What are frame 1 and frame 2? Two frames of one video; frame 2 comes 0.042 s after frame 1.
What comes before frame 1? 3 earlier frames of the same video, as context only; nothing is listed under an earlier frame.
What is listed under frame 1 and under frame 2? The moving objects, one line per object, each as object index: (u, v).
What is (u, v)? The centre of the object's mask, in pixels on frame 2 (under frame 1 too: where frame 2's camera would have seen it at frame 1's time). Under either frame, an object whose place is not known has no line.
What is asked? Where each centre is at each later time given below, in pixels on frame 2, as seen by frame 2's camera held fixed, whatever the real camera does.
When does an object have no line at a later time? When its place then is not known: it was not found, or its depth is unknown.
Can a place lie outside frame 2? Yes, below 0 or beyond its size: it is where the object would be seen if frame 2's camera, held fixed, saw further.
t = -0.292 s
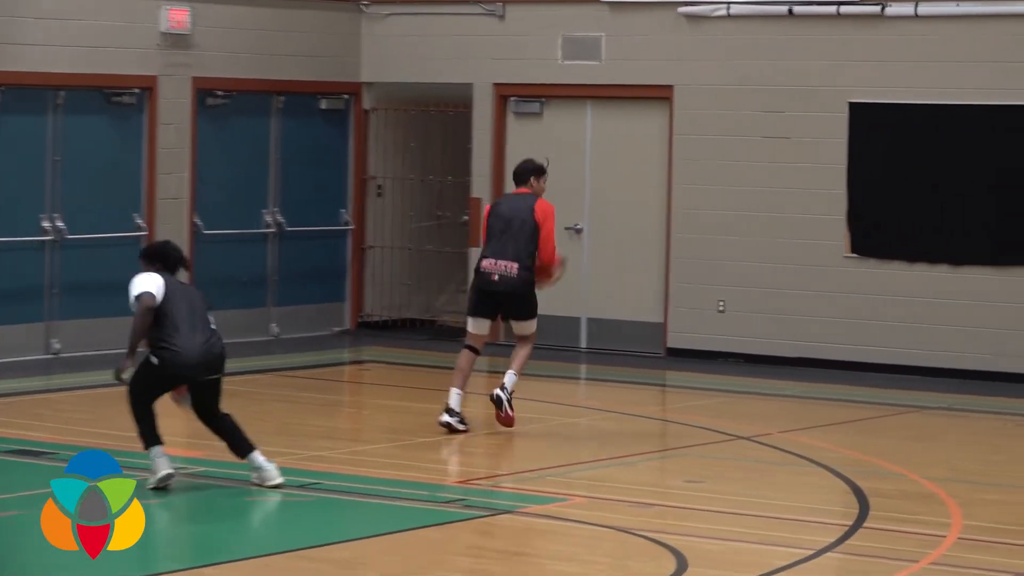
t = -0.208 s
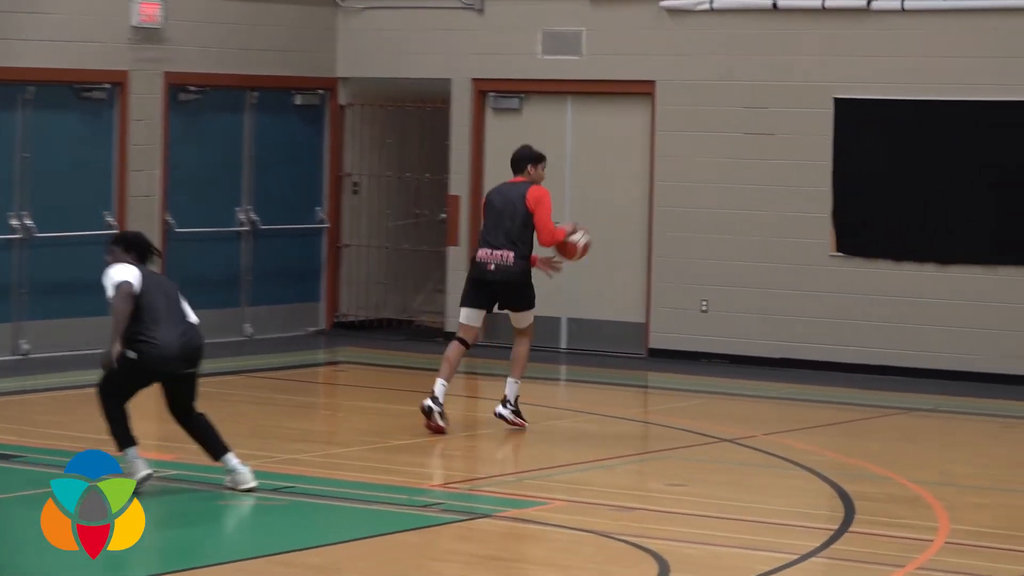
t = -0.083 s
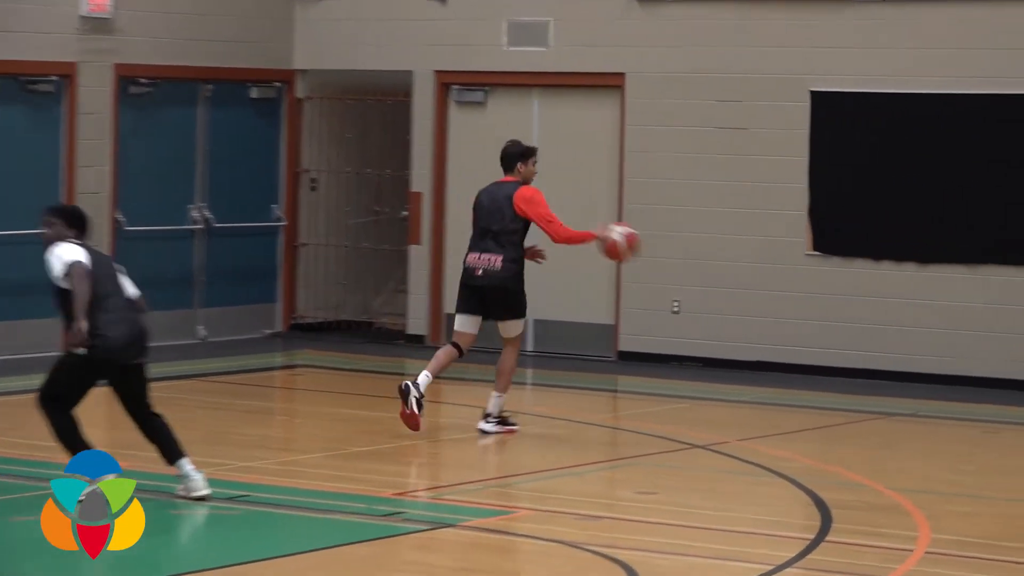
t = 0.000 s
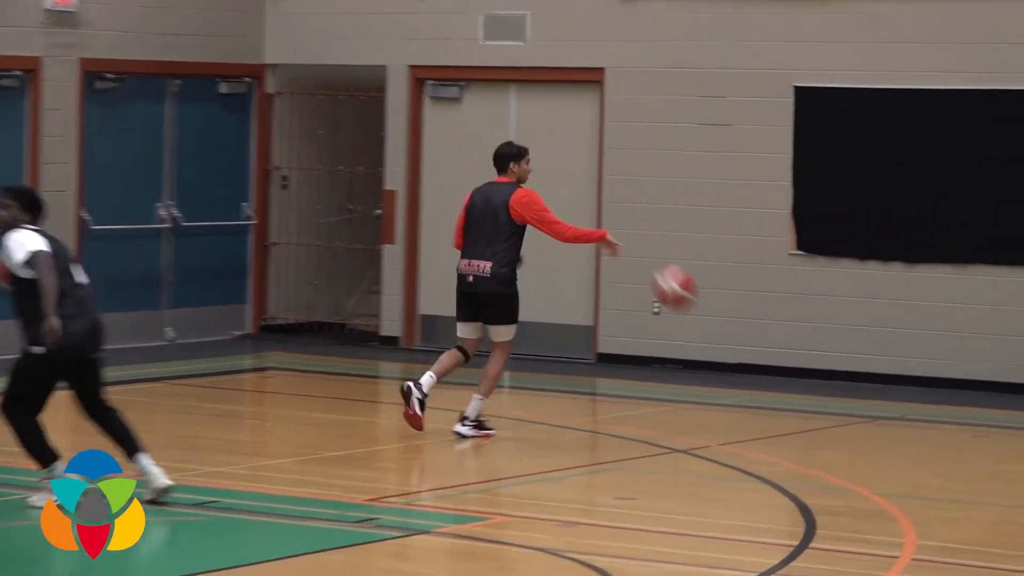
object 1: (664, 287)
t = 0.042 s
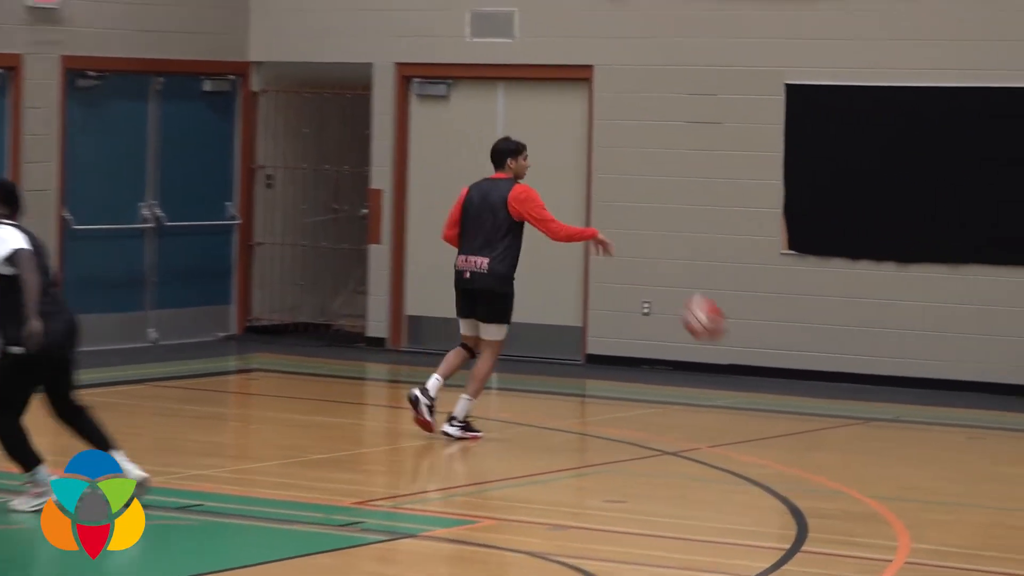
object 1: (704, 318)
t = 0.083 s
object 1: (743, 353)
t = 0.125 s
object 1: (781, 387)
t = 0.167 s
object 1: (820, 425)
